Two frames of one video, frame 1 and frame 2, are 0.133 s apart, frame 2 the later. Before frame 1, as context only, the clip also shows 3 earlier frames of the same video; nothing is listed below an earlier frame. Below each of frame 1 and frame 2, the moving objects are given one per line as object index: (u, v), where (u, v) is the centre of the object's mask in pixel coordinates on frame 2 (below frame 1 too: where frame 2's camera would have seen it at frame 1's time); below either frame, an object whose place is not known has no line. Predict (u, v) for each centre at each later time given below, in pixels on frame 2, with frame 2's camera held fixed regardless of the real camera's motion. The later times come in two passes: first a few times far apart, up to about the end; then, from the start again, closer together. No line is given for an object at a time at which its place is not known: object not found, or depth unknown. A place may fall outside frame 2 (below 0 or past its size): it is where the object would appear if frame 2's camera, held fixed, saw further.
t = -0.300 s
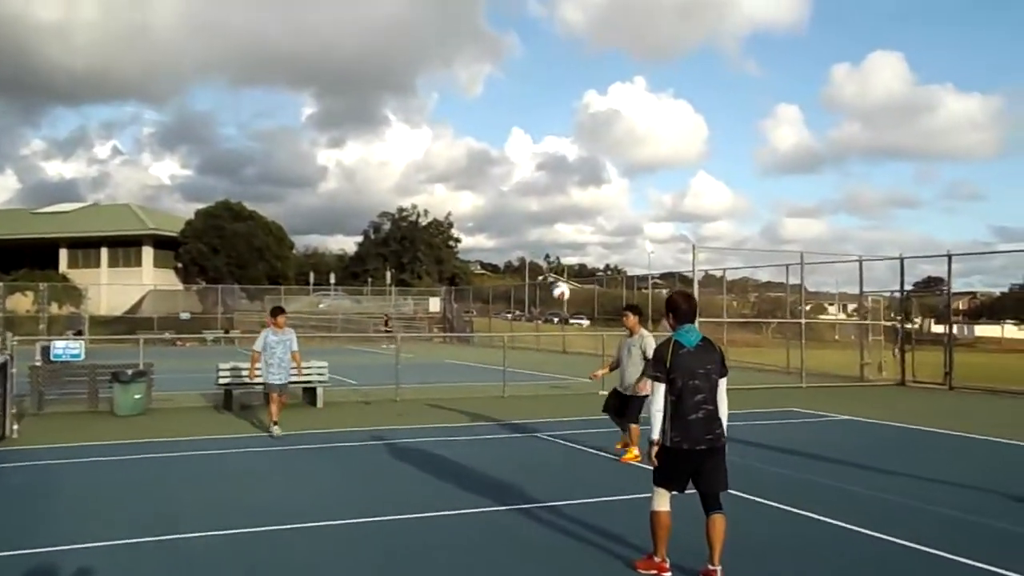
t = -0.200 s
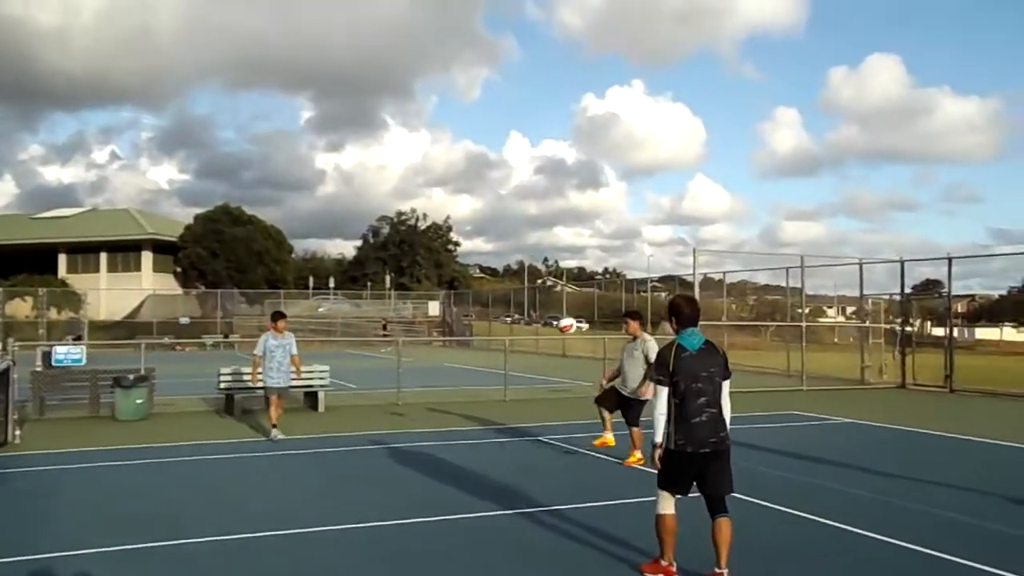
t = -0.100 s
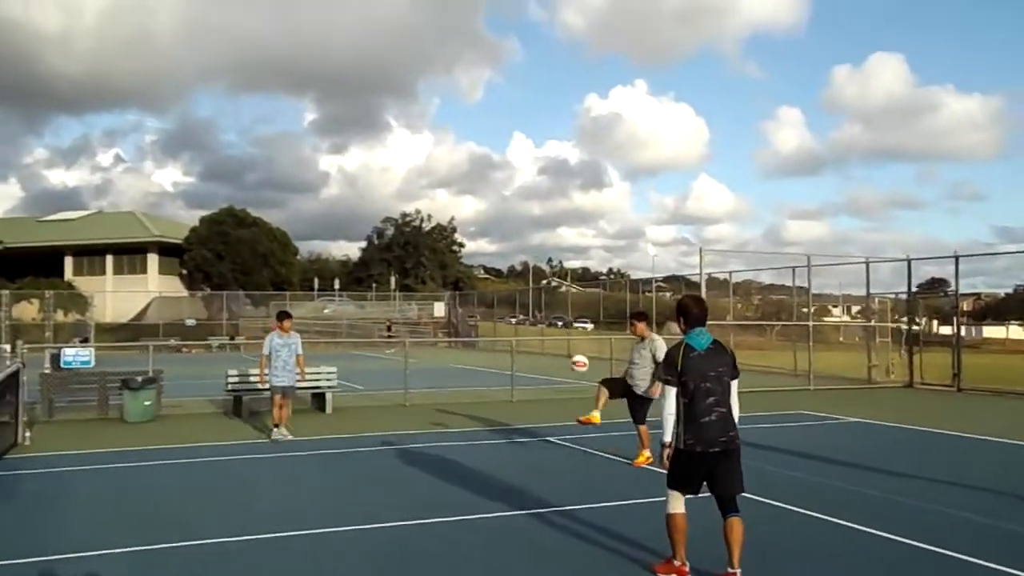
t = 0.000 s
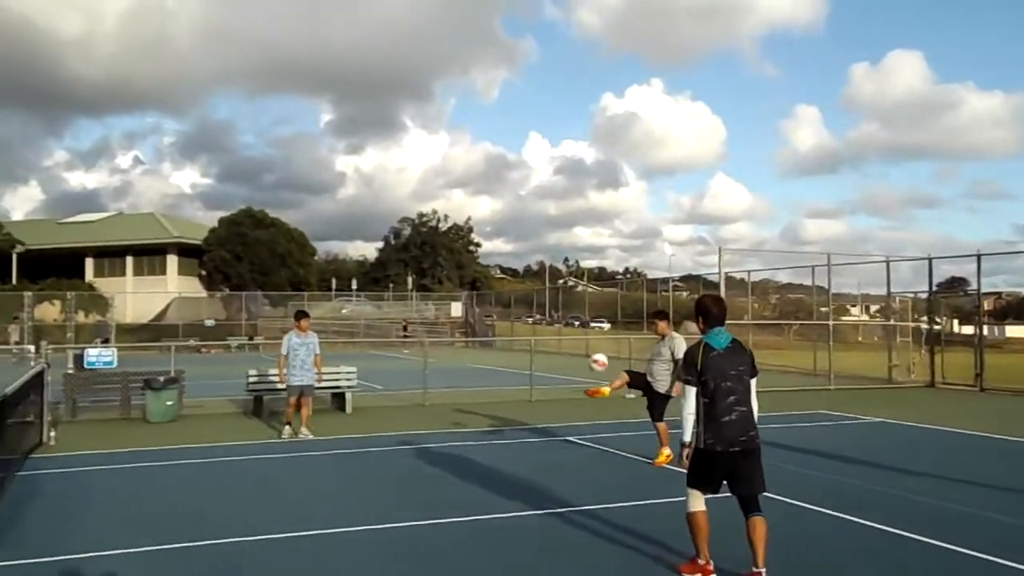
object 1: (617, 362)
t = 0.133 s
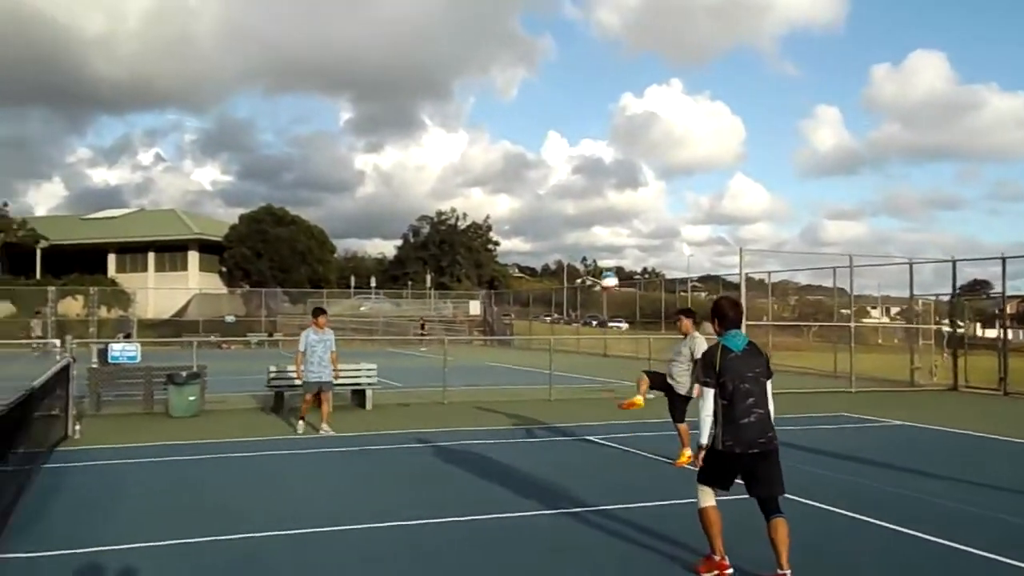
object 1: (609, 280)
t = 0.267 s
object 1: (597, 216)
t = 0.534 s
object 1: (571, 128)
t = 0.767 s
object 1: (543, 105)
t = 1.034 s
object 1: (507, 154)
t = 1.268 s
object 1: (474, 280)
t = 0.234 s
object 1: (600, 231)
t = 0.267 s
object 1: (597, 216)
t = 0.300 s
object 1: (594, 202)
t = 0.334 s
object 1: (591, 189)
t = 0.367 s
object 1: (588, 175)
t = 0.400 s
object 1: (584, 164)
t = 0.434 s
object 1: (580, 153)
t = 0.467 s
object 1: (577, 144)
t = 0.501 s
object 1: (574, 135)
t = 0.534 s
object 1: (571, 128)
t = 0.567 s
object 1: (567, 121)
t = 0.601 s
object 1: (564, 115)
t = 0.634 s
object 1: (560, 111)
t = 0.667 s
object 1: (556, 108)
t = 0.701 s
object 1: (552, 106)
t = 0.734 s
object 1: (548, 105)
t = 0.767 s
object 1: (543, 105)
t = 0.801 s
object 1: (539, 107)
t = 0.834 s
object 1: (535, 109)
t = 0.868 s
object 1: (531, 113)
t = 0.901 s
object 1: (526, 118)
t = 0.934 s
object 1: (521, 125)
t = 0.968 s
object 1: (517, 134)
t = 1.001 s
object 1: (512, 143)
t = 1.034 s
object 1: (507, 154)
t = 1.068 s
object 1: (501, 168)
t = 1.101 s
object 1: (497, 182)
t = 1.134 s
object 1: (492, 198)
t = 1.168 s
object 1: (486, 218)
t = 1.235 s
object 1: (478, 257)
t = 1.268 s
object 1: (474, 280)
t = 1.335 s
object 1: (458, 333)
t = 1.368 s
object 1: (450, 362)
